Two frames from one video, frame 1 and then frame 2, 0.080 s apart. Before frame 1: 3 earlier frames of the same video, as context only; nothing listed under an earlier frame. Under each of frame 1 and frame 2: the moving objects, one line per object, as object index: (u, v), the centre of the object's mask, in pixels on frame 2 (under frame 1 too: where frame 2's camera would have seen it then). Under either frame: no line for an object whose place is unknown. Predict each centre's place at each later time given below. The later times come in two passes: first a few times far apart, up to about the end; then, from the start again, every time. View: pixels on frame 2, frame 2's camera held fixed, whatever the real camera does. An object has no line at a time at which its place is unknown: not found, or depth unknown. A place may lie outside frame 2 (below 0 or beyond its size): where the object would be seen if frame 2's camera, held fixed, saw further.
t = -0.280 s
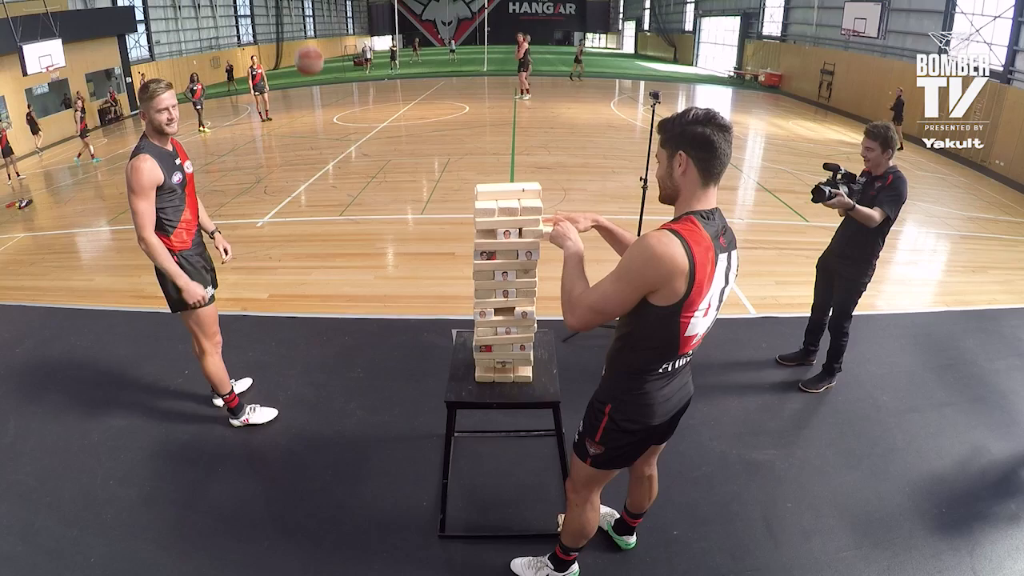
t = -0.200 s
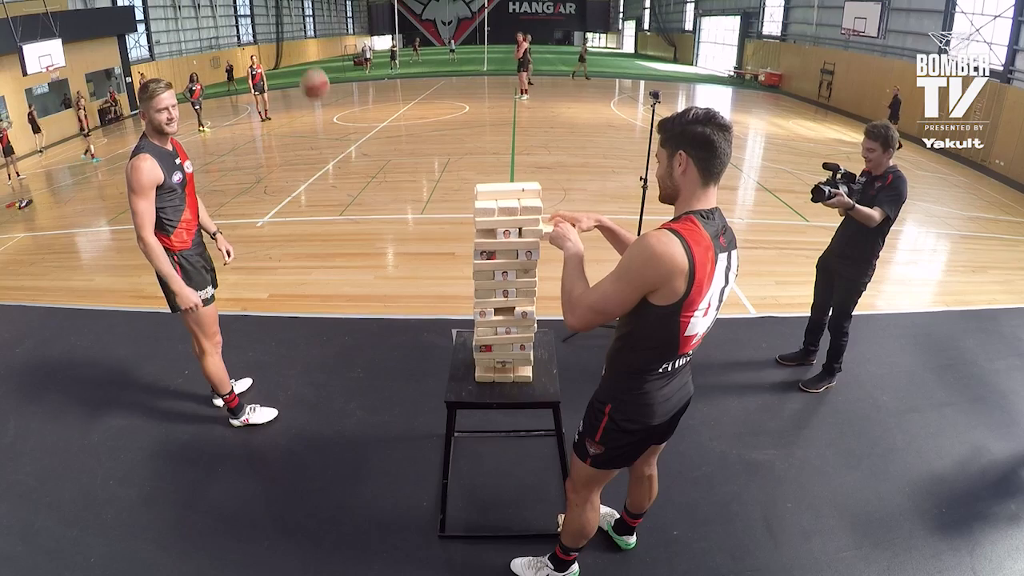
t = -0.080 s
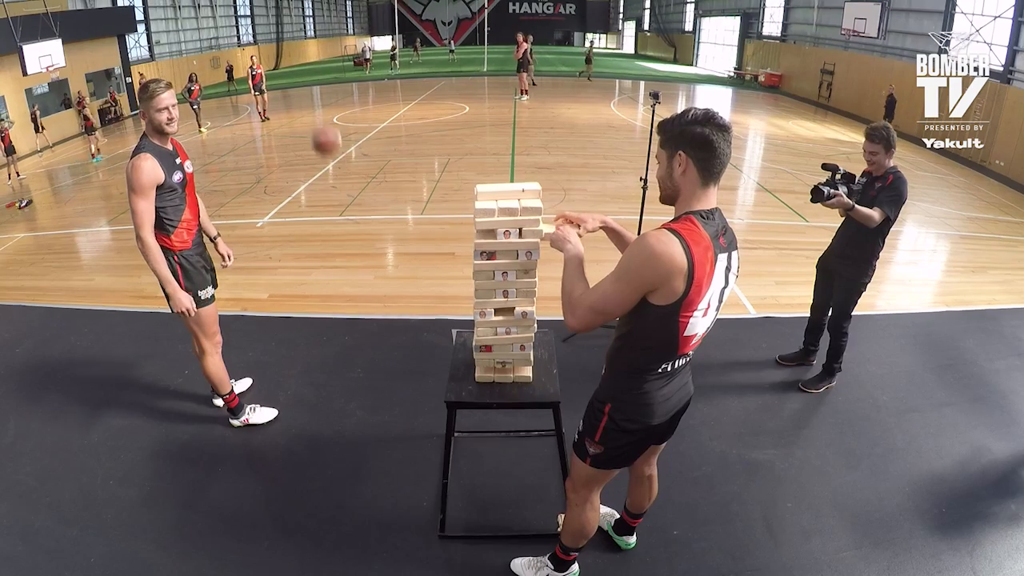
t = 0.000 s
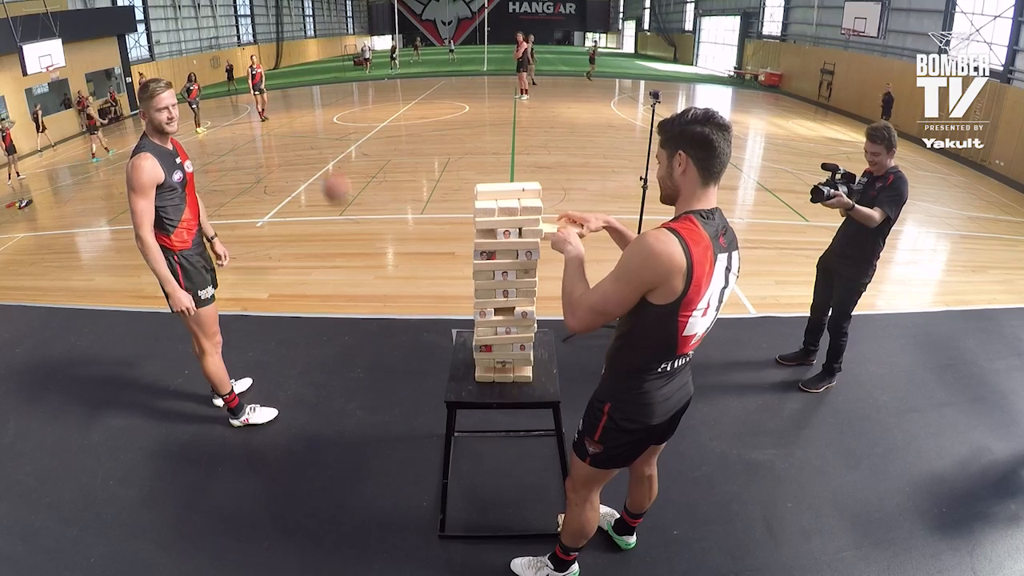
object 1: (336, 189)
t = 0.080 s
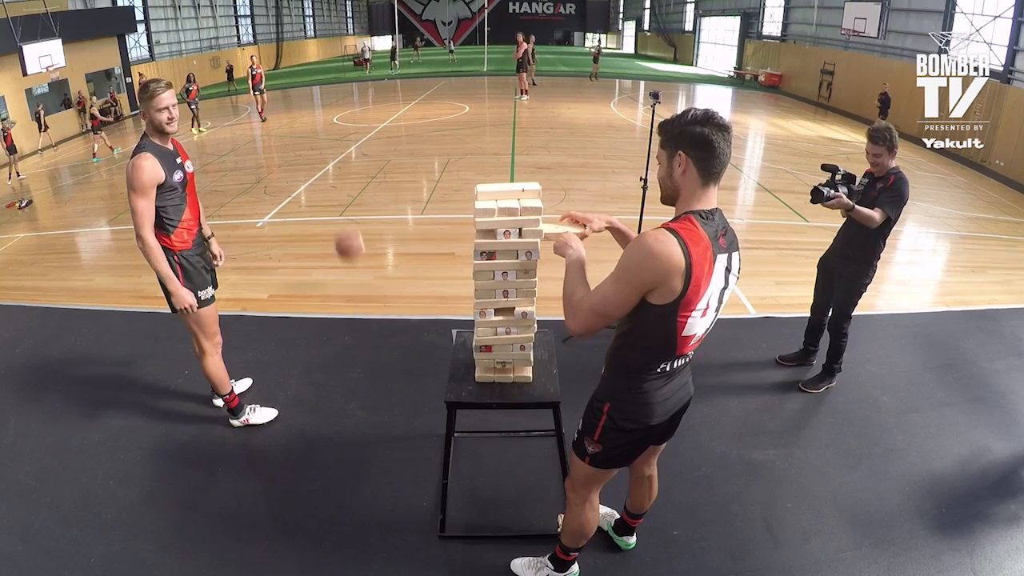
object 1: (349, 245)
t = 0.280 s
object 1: (357, 231)
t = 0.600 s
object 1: (376, 174)
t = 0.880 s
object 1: (426, 275)
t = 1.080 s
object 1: (355, 293)
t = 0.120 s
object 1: (357, 278)
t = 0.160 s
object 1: (358, 274)
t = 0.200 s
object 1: (357, 259)
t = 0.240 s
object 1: (357, 245)
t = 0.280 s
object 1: (357, 231)
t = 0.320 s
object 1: (358, 219)
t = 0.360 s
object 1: (359, 207)
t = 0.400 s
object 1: (361, 196)
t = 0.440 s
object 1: (363, 187)
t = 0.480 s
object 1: (365, 181)
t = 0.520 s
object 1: (368, 176)
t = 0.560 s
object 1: (372, 174)
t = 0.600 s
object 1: (376, 174)
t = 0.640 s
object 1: (381, 177)
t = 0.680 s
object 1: (386, 183)
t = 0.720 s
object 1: (392, 193)
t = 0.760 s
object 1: (399, 207)
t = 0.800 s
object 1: (407, 225)
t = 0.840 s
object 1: (416, 247)
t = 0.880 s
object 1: (426, 275)
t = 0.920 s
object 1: (437, 307)
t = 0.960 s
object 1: (428, 311)
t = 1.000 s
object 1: (405, 303)
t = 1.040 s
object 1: (380, 295)
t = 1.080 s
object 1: (355, 293)
